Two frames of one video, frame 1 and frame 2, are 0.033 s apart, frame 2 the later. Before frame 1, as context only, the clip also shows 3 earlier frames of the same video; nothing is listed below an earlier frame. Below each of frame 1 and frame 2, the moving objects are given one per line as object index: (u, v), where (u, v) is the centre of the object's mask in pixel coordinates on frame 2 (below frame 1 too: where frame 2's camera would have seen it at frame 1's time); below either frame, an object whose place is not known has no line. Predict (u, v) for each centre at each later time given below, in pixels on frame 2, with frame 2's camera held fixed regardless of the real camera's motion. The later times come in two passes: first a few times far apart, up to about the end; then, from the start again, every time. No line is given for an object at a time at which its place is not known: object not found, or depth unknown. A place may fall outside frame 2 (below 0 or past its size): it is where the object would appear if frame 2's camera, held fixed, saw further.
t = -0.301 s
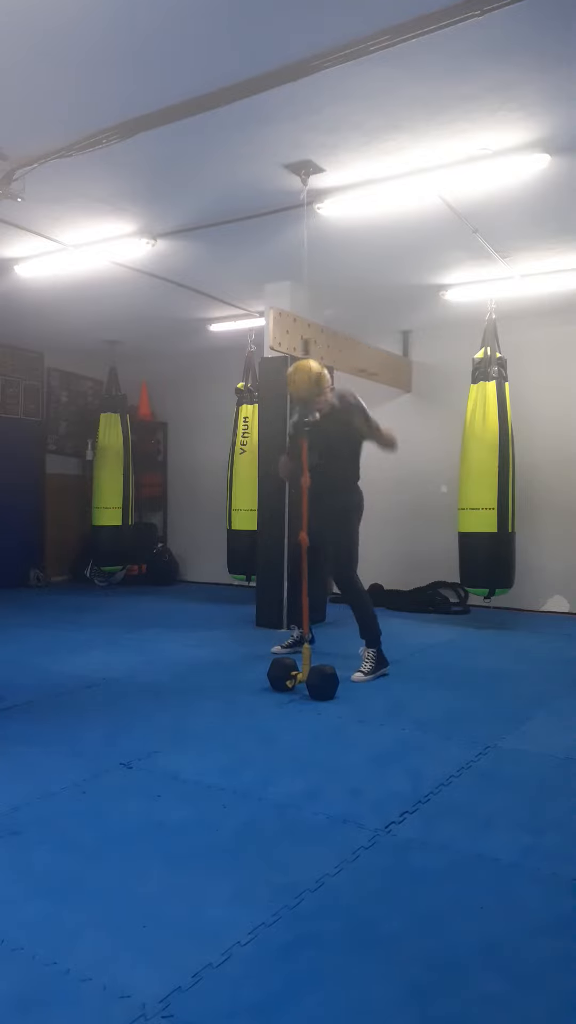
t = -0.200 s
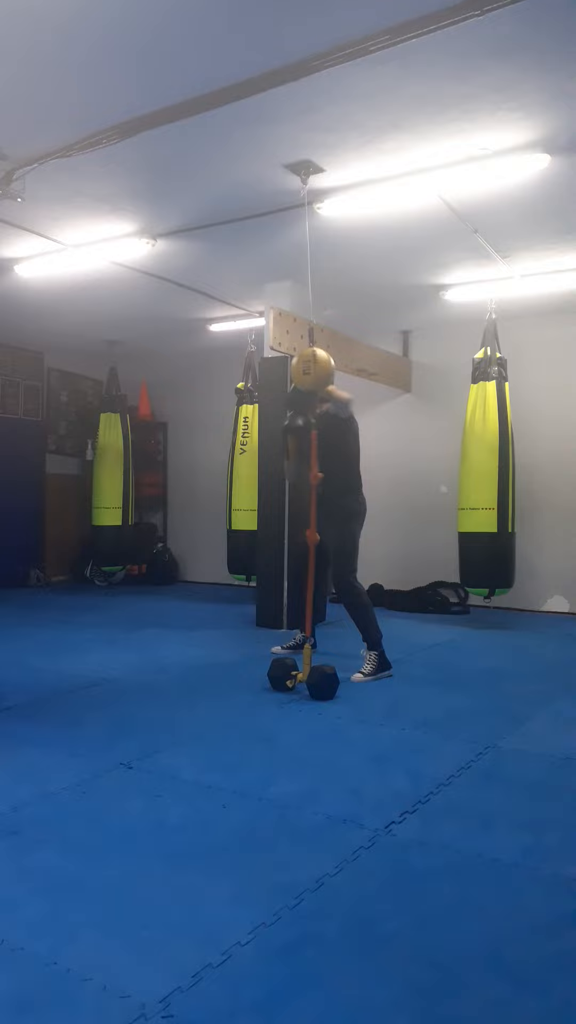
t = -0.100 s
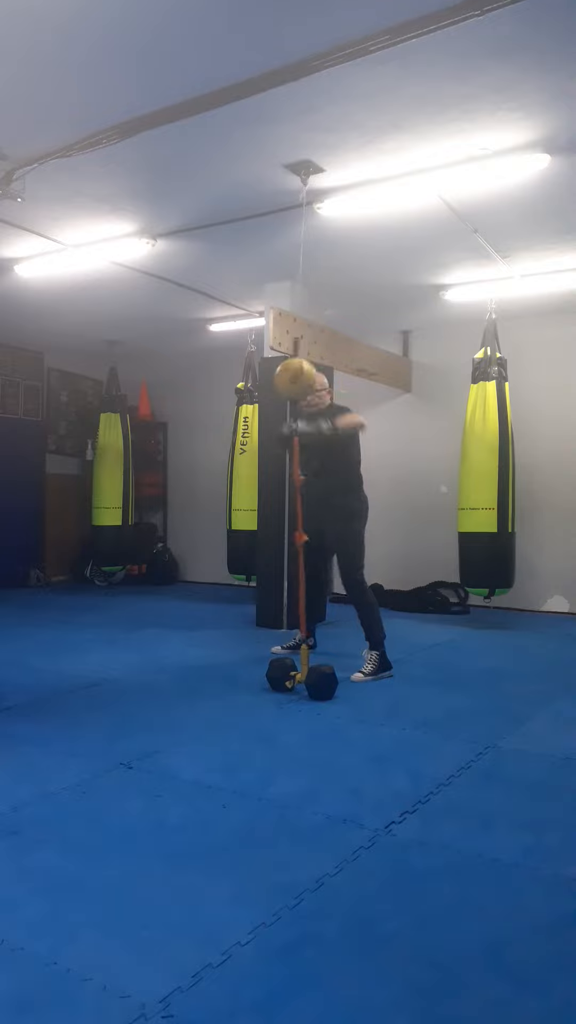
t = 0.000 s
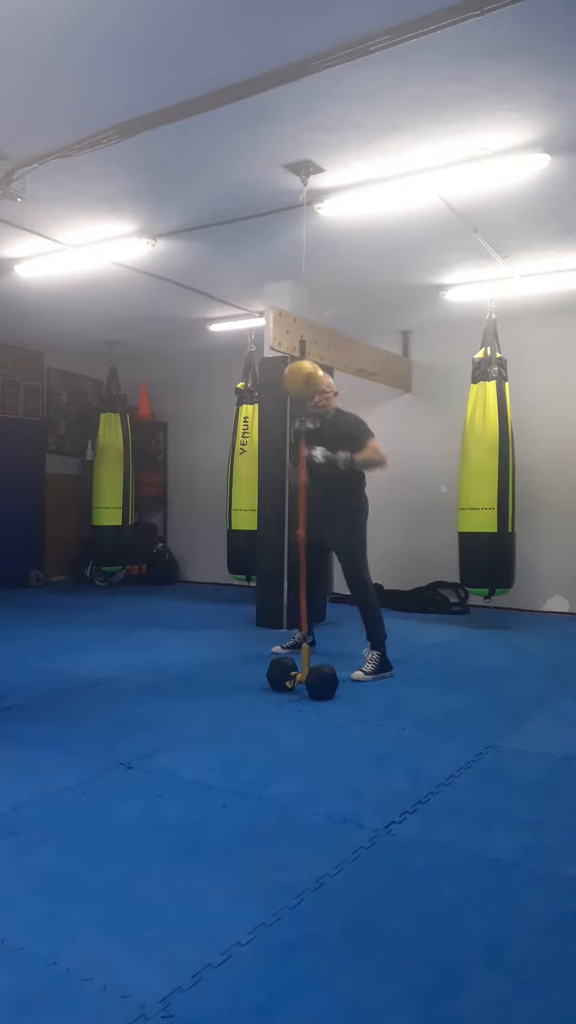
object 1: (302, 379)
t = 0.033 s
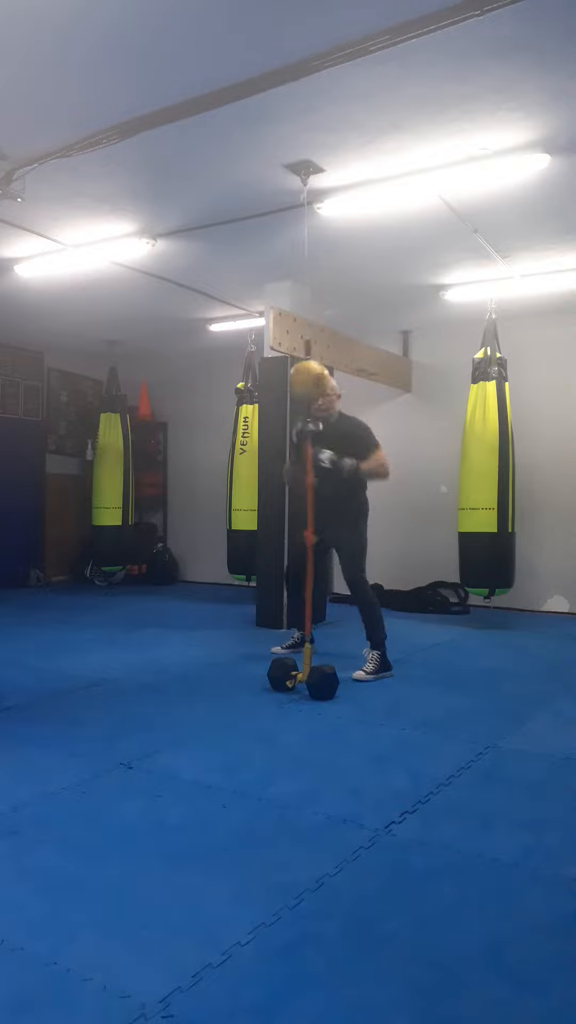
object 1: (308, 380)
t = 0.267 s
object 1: (294, 380)
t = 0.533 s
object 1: (303, 376)
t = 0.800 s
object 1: (314, 374)
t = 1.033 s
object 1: (304, 378)
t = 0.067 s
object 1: (312, 378)
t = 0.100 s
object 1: (315, 376)
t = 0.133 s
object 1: (313, 374)
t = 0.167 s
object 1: (308, 372)
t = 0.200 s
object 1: (302, 375)
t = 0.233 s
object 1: (296, 379)
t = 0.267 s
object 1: (294, 380)
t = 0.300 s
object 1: (295, 380)
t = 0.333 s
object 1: (300, 379)
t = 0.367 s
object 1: (307, 379)
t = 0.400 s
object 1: (312, 377)
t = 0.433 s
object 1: (314, 375)
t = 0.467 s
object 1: (313, 374)
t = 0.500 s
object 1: (311, 374)
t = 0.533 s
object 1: (303, 376)
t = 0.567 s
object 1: (298, 378)
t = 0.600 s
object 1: (295, 380)
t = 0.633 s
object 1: (296, 380)
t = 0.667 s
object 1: (300, 379)
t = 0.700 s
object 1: (306, 379)
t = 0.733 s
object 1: (311, 378)
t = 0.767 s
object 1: (314, 374)
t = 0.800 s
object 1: (314, 374)
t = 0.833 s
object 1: (311, 375)
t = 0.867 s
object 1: (306, 376)
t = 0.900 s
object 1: (299, 378)
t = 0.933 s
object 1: (295, 379)
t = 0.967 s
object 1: (295, 380)
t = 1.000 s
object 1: (298, 379)
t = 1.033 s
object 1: (304, 378)
